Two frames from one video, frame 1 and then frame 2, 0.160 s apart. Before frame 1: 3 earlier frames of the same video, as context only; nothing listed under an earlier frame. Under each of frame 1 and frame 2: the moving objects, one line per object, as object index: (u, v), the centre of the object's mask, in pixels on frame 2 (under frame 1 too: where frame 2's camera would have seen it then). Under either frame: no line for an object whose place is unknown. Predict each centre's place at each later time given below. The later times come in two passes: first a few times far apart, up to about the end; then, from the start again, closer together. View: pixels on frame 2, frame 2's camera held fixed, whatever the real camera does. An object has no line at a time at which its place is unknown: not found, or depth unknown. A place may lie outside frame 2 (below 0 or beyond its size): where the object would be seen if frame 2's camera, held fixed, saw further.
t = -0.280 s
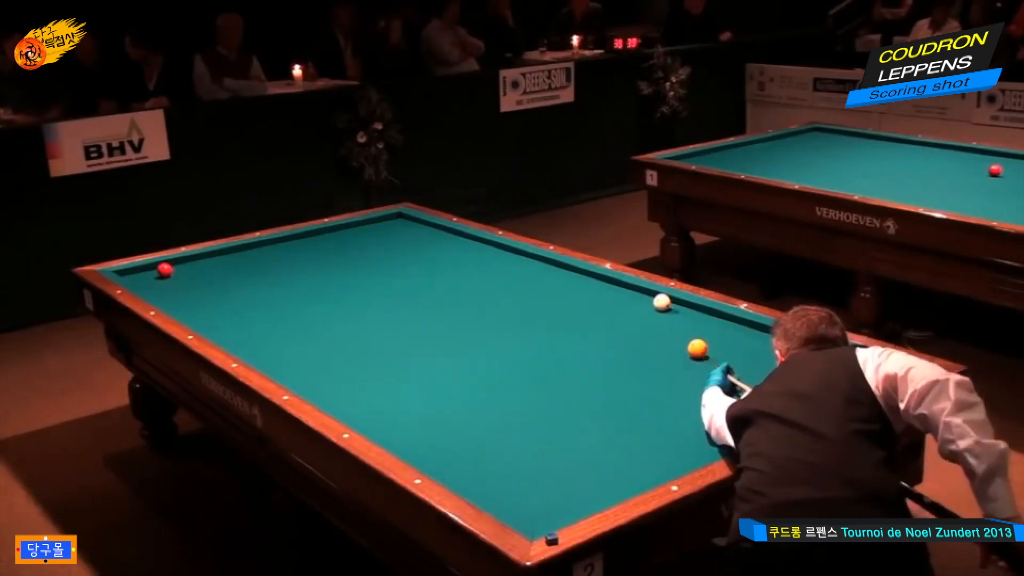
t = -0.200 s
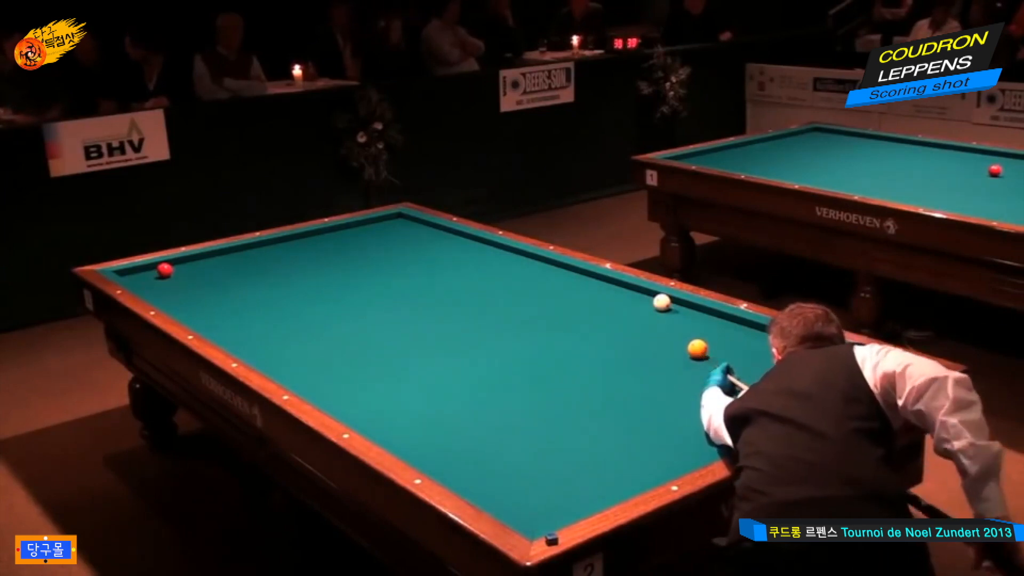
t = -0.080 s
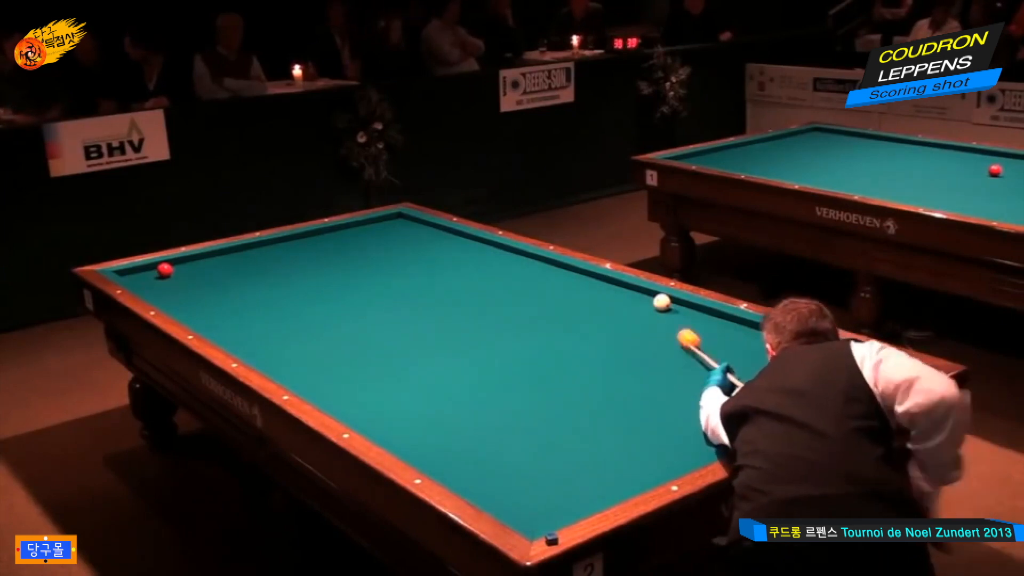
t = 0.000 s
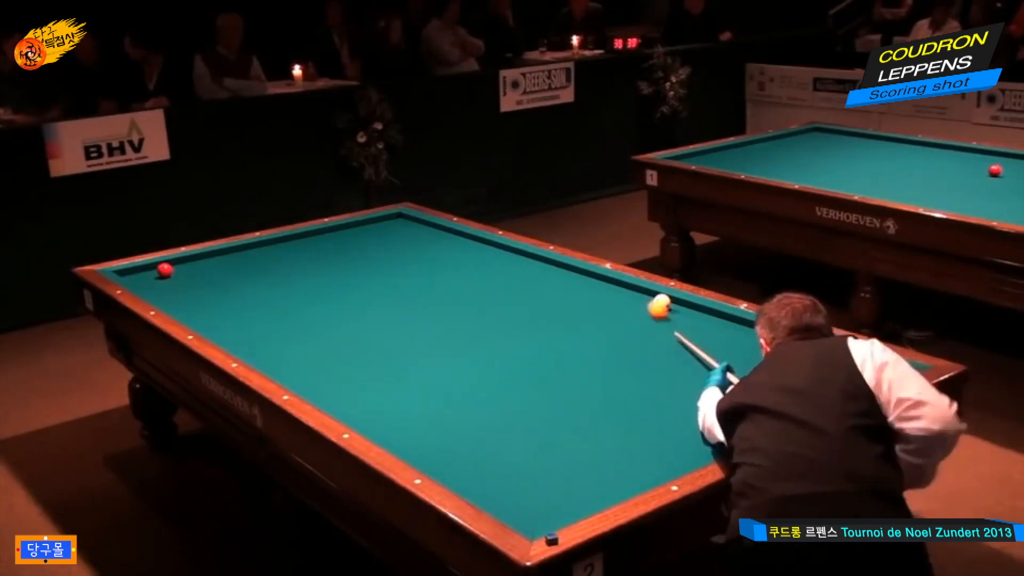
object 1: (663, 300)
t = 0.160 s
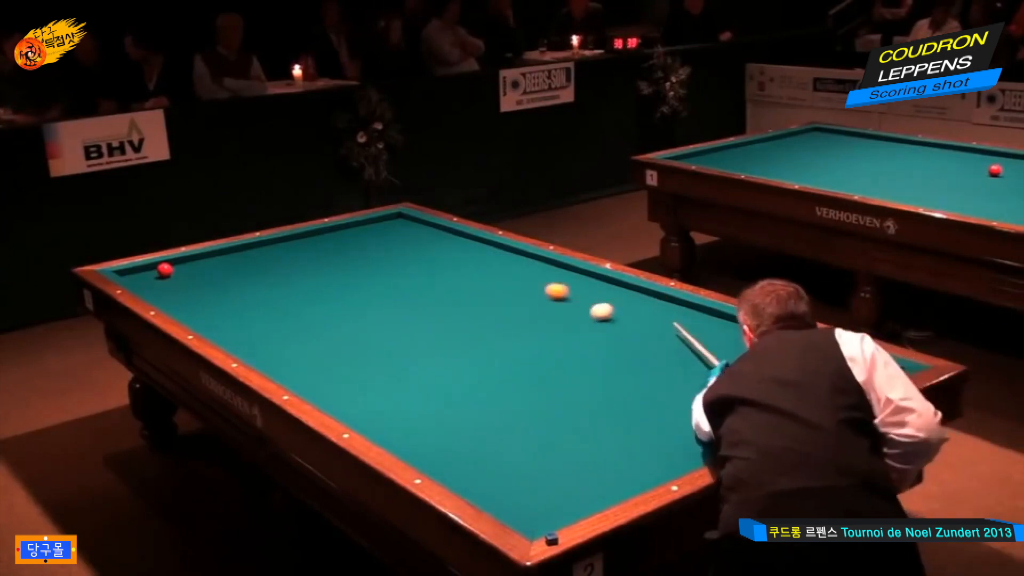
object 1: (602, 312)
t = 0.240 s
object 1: (563, 319)
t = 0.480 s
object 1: (457, 342)
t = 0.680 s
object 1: (369, 360)
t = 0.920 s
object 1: (319, 368)
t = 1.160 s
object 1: (384, 349)
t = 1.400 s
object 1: (433, 334)
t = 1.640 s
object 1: (479, 320)
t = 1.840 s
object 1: (514, 309)
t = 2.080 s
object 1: (554, 297)
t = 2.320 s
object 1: (591, 286)
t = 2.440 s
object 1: (607, 280)
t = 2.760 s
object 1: (579, 289)
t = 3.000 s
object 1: (554, 294)
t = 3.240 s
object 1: (535, 300)
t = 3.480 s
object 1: (514, 306)
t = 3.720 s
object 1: (493, 312)
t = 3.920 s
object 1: (476, 317)
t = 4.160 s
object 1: (455, 322)
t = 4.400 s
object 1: (434, 328)
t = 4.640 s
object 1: (414, 334)
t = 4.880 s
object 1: (394, 339)
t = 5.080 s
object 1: (378, 344)
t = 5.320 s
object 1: (358, 349)
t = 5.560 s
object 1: (339, 355)
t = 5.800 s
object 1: (320, 360)
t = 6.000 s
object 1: (304, 364)
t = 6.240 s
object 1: (287, 368)
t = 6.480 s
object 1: (292, 367)
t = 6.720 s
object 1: (301, 365)
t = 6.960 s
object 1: (309, 363)
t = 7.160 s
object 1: (316, 361)
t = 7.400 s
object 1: (323, 359)
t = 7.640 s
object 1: (329, 357)
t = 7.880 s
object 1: (334, 355)
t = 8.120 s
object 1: (339, 354)
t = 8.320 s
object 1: (343, 353)
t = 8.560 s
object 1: (347, 352)
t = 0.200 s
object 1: (582, 315)
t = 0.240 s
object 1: (563, 319)
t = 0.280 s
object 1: (545, 323)
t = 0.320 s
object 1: (527, 327)
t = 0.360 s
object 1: (508, 331)
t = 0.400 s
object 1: (491, 334)
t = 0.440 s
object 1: (474, 338)
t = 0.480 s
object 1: (457, 342)
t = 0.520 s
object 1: (439, 345)
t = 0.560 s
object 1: (422, 349)
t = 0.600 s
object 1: (405, 353)
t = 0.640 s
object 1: (387, 356)
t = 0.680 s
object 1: (369, 360)
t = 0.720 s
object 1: (350, 364)
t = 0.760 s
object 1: (332, 368)
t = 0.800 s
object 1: (313, 372)
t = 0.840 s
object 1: (296, 374)
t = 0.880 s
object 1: (305, 372)
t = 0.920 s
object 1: (319, 368)
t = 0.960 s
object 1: (332, 365)
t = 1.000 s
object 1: (344, 361)
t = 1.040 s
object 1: (355, 358)
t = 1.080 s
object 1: (366, 355)
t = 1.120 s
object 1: (375, 352)
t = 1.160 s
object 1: (384, 349)
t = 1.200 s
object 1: (392, 347)
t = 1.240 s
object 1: (401, 344)
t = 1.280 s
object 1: (409, 341)
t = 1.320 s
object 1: (417, 339)
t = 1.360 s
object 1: (425, 337)
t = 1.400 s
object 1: (433, 334)
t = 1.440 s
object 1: (441, 332)
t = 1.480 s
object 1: (449, 330)
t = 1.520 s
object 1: (456, 327)
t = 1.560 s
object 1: (464, 325)
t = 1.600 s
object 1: (471, 323)
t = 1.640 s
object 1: (479, 320)
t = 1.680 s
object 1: (486, 318)
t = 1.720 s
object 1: (493, 316)
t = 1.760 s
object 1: (500, 313)
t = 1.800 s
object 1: (507, 312)
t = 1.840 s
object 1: (514, 309)
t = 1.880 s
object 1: (521, 307)
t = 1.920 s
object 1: (528, 305)
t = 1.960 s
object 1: (534, 303)
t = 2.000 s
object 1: (541, 301)
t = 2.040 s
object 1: (547, 299)
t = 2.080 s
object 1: (554, 297)
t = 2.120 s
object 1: (560, 295)
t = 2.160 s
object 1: (566, 293)
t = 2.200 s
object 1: (573, 291)
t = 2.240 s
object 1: (579, 290)
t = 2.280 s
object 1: (585, 288)
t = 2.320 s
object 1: (591, 286)
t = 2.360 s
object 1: (596, 284)
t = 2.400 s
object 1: (602, 282)
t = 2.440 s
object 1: (607, 280)
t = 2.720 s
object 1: (586, 287)
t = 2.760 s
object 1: (579, 289)
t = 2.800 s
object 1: (573, 290)
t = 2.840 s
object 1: (570, 291)
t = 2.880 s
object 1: (566, 292)
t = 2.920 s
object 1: (562, 293)
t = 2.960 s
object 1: (559, 294)
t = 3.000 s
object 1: (554, 294)
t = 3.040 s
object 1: (552, 295)
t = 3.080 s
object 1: (549, 296)
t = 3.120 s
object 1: (545, 298)
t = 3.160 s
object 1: (542, 298)
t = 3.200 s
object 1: (538, 299)
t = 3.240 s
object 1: (535, 300)
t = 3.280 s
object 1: (531, 301)
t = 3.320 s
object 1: (528, 302)
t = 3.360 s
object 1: (524, 303)
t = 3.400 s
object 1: (521, 304)
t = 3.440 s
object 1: (517, 305)
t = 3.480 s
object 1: (514, 306)
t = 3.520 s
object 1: (510, 307)
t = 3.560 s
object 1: (507, 308)
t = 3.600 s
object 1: (503, 309)
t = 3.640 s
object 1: (500, 310)
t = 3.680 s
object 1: (496, 311)
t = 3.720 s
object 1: (493, 312)
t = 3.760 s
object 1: (489, 313)
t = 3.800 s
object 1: (486, 314)
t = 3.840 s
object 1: (483, 315)
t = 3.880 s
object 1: (479, 316)
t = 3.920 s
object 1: (476, 317)
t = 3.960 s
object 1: (472, 318)
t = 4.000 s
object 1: (468, 319)
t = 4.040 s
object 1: (465, 320)
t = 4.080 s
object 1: (462, 321)
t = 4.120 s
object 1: (458, 322)
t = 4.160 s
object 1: (455, 322)
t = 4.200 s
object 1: (451, 324)
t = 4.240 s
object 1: (448, 324)
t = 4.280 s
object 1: (444, 325)
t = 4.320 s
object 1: (441, 326)
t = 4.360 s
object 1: (437, 327)
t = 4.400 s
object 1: (434, 328)
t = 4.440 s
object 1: (431, 329)
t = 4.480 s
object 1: (427, 330)
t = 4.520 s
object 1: (424, 331)
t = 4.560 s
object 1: (420, 332)
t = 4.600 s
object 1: (417, 333)
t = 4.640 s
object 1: (414, 334)
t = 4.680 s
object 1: (410, 334)
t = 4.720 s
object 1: (407, 336)
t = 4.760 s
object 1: (404, 337)
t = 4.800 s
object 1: (400, 337)
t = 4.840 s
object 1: (397, 338)
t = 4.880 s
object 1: (394, 339)
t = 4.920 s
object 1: (390, 340)
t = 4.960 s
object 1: (387, 341)
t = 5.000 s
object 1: (384, 342)
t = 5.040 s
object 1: (381, 343)
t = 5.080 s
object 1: (378, 344)
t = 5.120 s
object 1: (374, 345)
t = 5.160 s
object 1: (371, 346)
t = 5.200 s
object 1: (367, 347)
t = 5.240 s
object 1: (364, 348)
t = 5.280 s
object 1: (361, 349)
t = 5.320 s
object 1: (358, 349)
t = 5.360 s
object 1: (355, 350)
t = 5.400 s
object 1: (352, 351)
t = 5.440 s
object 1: (349, 352)
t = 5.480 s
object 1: (345, 353)
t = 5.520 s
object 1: (342, 354)
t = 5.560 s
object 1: (339, 355)
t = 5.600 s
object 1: (336, 356)
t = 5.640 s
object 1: (333, 357)
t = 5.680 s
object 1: (329, 358)
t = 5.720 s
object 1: (326, 358)
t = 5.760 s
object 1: (323, 359)
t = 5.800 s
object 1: (320, 360)
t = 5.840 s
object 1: (317, 361)
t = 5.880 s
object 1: (314, 362)
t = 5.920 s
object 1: (311, 363)
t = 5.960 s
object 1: (308, 363)
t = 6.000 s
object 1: (304, 364)
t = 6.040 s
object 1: (301, 365)
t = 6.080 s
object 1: (298, 366)
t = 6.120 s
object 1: (296, 367)
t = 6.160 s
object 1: (293, 367)
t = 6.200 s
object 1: (290, 368)
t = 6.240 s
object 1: (287, 368)
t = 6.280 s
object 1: (285, 368)
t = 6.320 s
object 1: (286, 368)
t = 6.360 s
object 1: (287, 368)
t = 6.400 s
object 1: (289, 368)
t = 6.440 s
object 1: (290, 368)
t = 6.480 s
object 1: (292, 367)
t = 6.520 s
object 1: (294, 367)
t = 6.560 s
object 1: (295, 367)
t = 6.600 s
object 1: (296, 367)
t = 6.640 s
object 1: (298, 366)
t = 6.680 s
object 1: (299, 366)
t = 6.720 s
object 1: (301, 365)
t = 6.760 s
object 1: (302, 365)
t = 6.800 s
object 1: (303, 364)
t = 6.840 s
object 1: (305, 364)
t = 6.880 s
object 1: (306, 363)
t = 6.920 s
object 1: (308, 363)
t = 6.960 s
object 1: (309, 363)
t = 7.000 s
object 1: (311, 362)
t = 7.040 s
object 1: (312, 362)
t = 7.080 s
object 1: (313, 362)
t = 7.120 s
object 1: (314, 361)
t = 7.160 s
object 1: (316, 361)
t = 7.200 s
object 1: (317, 360)
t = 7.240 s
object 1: (318, 360)
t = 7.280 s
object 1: (319, 360)
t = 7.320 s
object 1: (320, 360)
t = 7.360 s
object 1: (322, 359)
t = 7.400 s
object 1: (323, 359)
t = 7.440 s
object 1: (324, 358)
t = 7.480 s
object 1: (325, 358)
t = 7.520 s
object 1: (326, 358)
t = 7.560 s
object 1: (327, 358)
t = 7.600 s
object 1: (328, 357)
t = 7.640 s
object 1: (329, 357)
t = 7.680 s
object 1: (330, 357)
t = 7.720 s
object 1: (331, 356)
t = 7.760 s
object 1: (332, 356)
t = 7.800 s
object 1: (333, 356)
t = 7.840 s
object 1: (334, 356)
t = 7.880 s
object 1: (334, 355)
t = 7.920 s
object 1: (335, 355)
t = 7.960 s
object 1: (336, 355)
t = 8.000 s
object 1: (337, 355)
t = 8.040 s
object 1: (338, 355)
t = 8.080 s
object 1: (338, 354)
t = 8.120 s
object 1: (339, 354)
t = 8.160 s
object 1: (340, 354)
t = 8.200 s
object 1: (341, 354)
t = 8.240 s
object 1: (341, 354)
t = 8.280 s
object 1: (342, 353)
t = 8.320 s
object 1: (343, 353)
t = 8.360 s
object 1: (344, 353)
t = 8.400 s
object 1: (344, 353)
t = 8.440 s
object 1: (345, 353)
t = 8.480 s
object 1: (345, 353)
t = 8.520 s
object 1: (346, 352)
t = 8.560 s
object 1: (347, 352)
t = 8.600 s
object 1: (347, 352)
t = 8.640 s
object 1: (347, 352)
